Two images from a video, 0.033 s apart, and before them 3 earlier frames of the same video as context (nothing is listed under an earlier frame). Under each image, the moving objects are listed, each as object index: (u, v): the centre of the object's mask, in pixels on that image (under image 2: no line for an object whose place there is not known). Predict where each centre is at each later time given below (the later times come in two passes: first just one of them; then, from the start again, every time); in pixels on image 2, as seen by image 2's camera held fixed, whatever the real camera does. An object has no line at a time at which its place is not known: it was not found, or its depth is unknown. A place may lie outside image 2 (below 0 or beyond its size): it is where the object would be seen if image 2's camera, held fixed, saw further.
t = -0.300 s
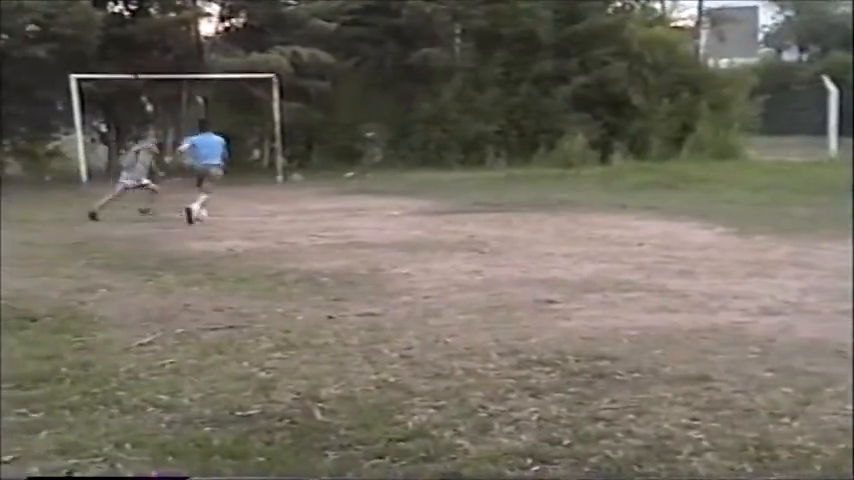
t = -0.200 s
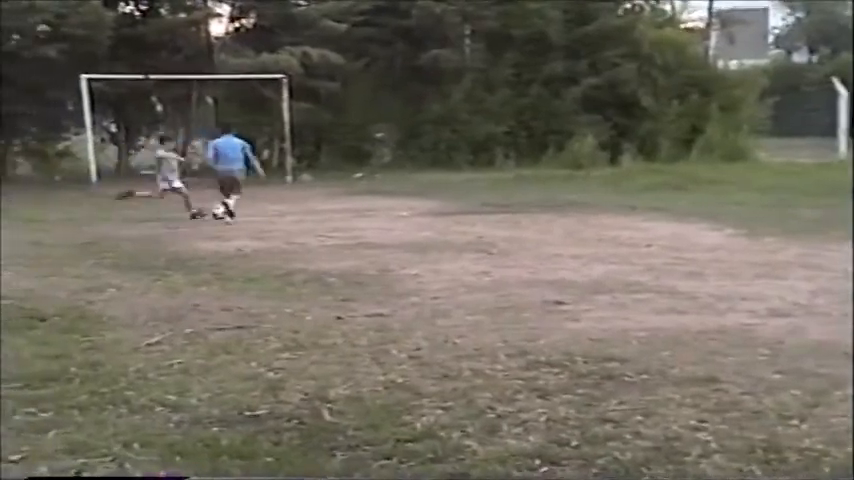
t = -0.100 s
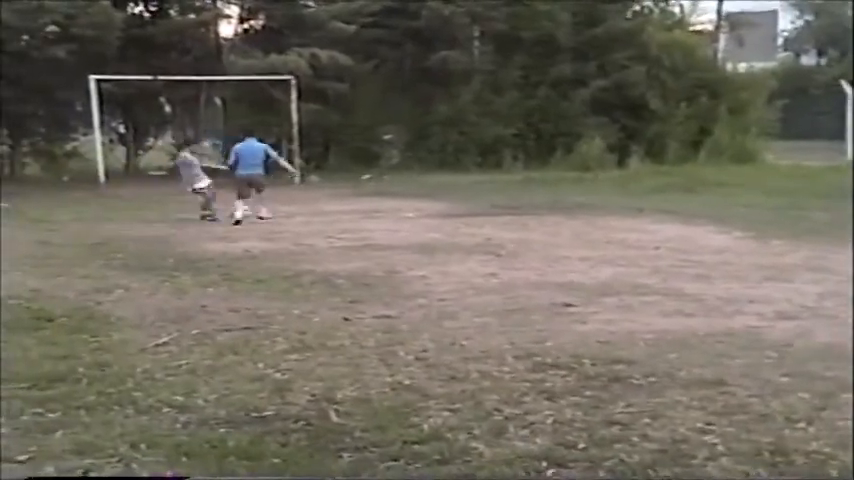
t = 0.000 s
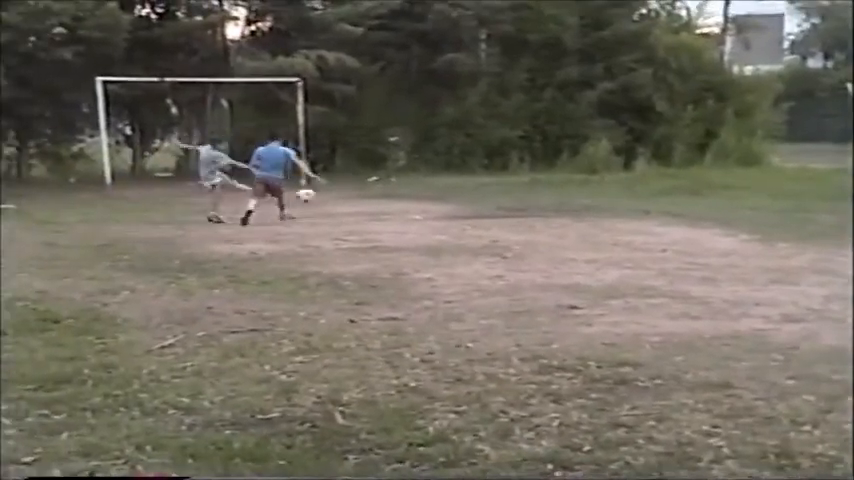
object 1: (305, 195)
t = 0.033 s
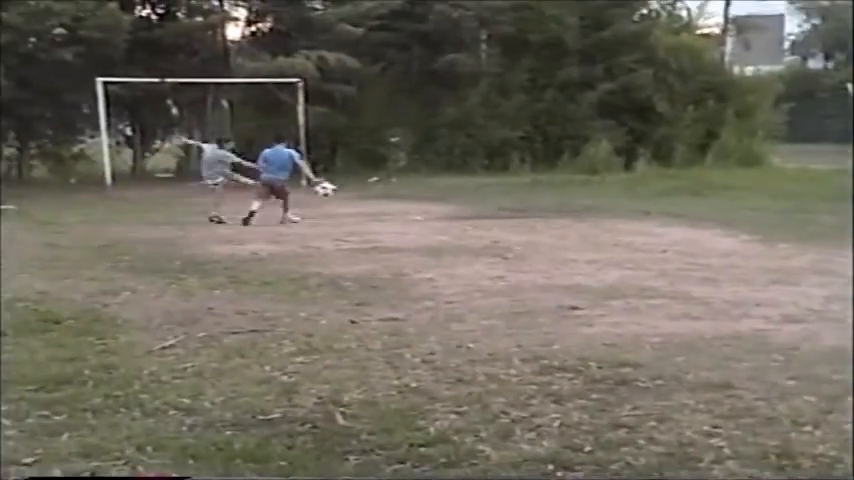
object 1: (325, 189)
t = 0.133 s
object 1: (384, 172)
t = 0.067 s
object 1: (345, 181)
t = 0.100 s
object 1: (365, 176)
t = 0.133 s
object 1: (384, 172)
